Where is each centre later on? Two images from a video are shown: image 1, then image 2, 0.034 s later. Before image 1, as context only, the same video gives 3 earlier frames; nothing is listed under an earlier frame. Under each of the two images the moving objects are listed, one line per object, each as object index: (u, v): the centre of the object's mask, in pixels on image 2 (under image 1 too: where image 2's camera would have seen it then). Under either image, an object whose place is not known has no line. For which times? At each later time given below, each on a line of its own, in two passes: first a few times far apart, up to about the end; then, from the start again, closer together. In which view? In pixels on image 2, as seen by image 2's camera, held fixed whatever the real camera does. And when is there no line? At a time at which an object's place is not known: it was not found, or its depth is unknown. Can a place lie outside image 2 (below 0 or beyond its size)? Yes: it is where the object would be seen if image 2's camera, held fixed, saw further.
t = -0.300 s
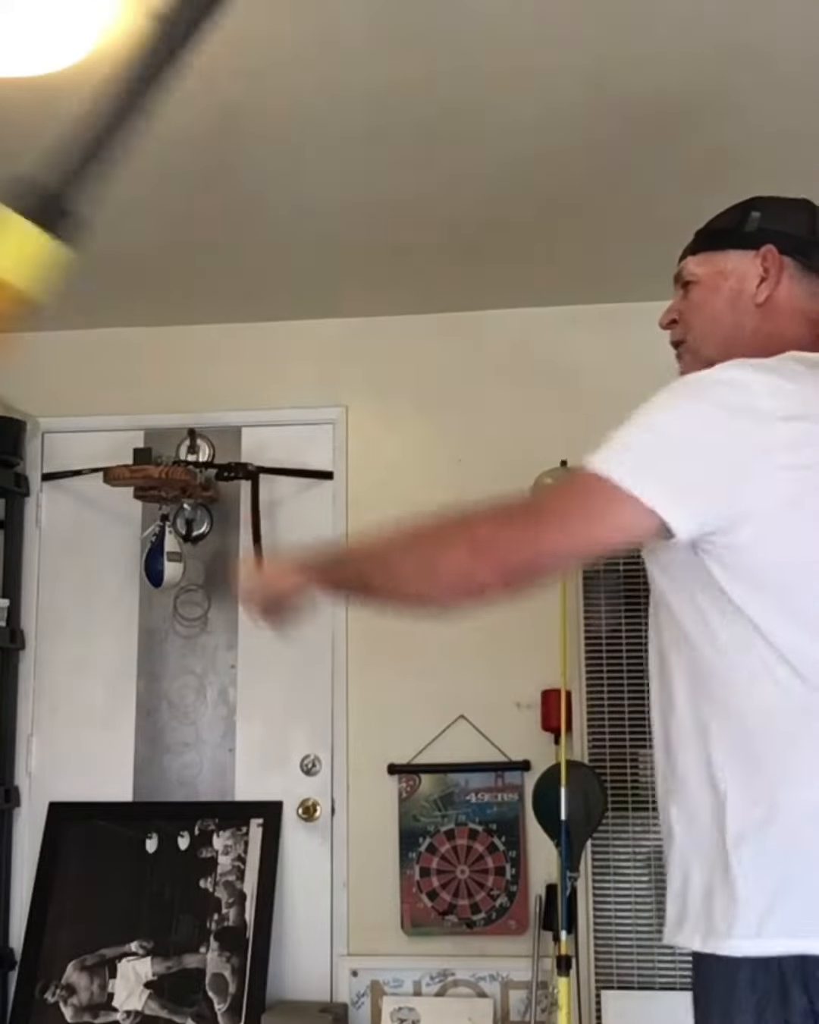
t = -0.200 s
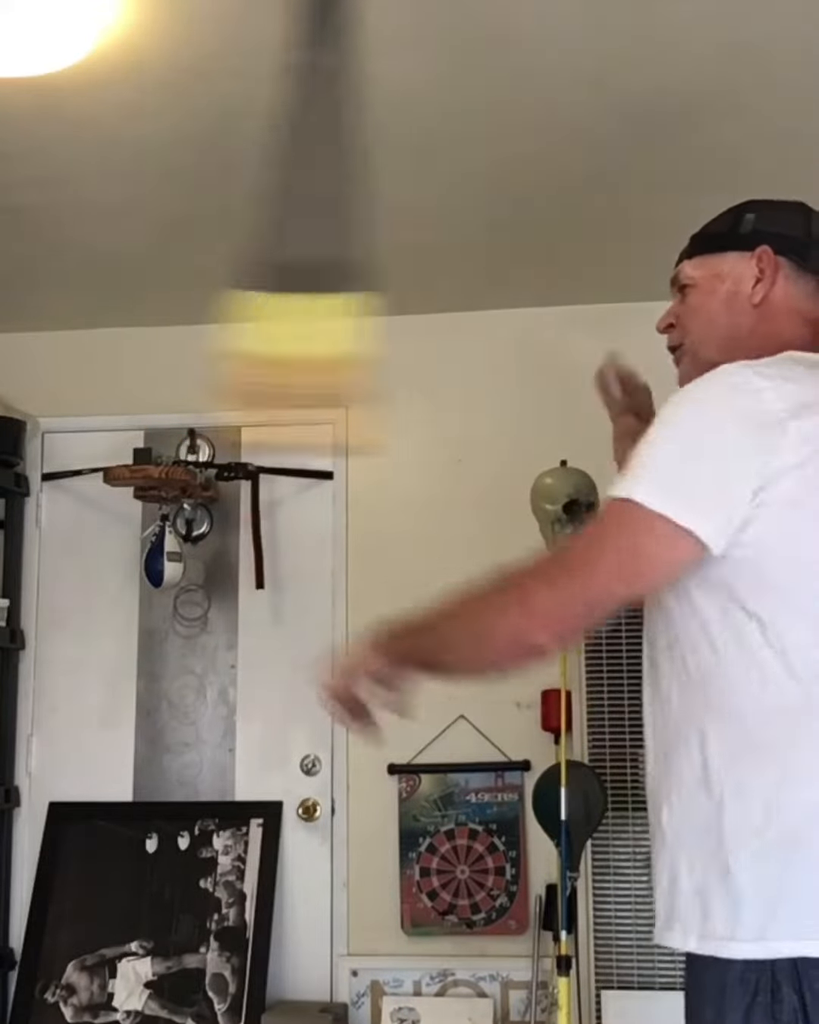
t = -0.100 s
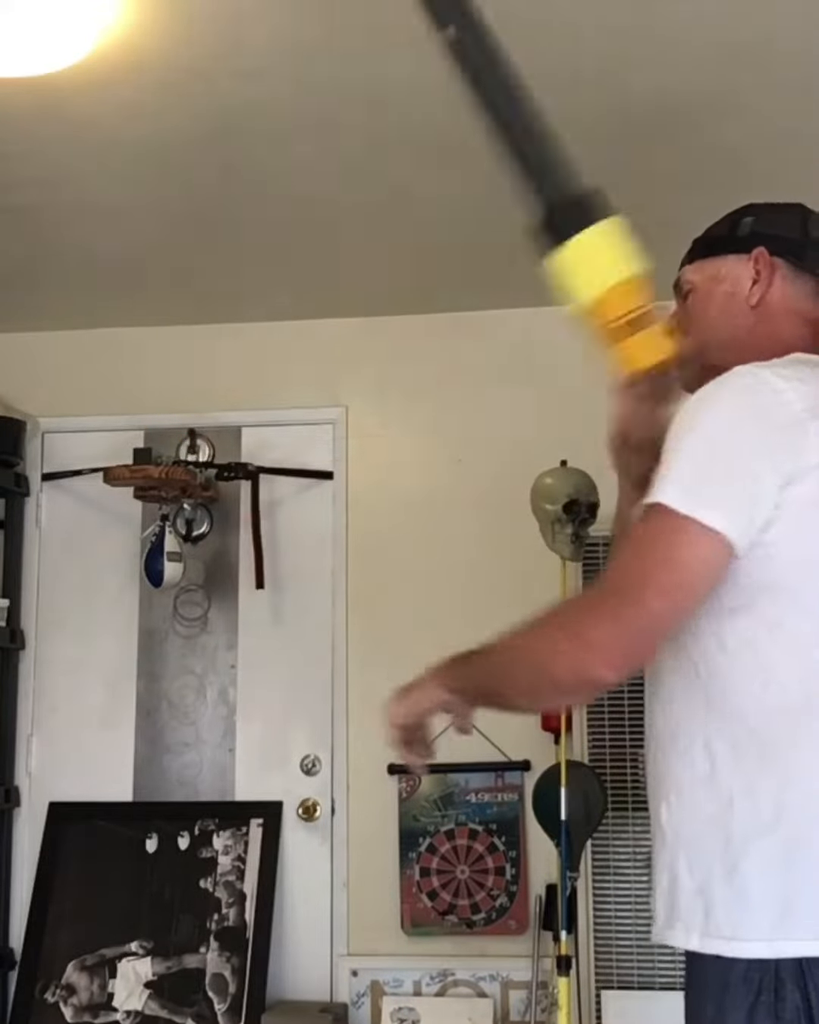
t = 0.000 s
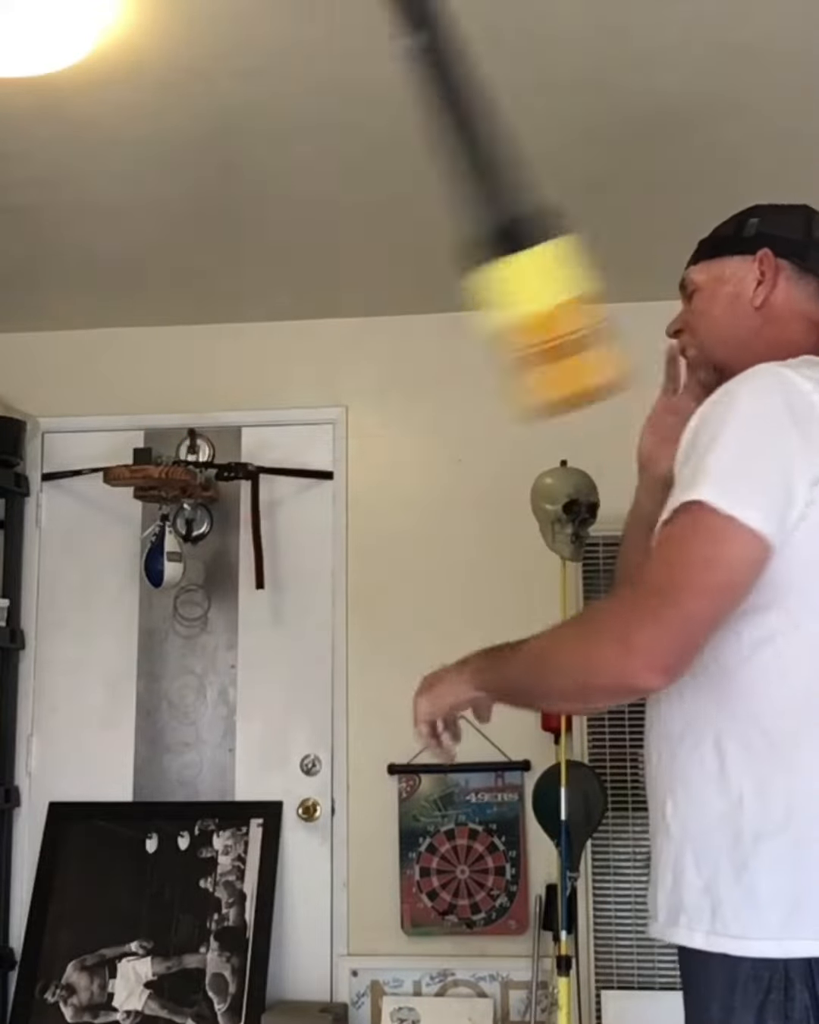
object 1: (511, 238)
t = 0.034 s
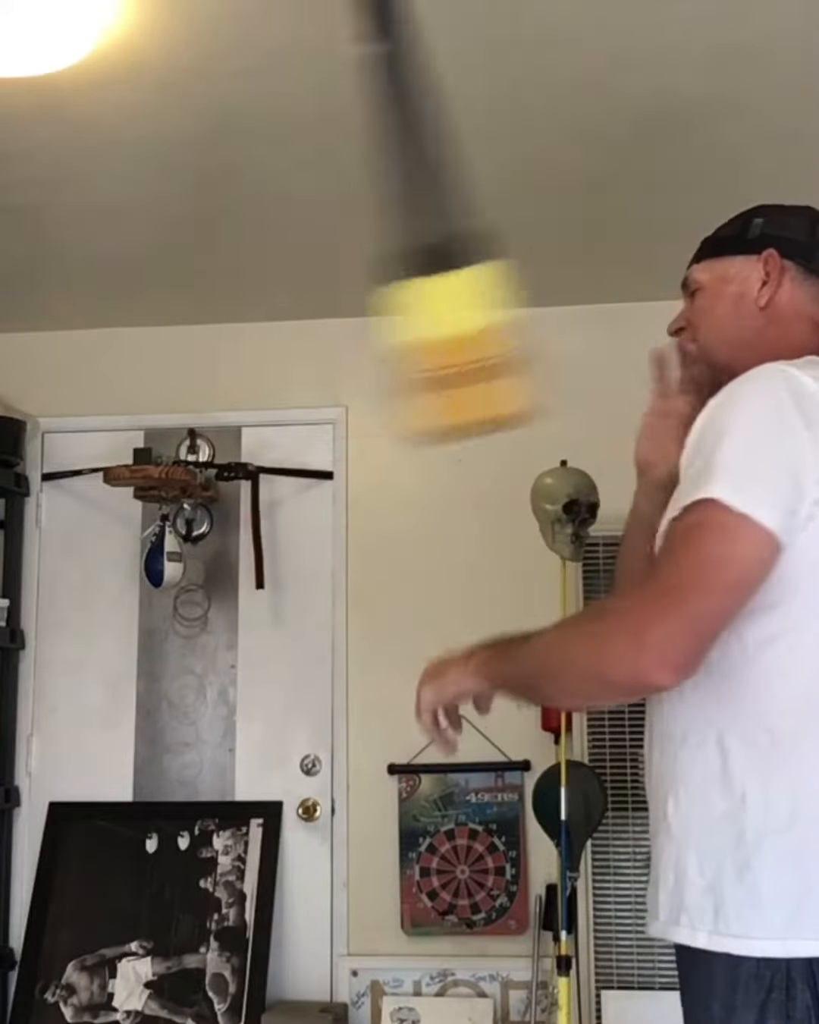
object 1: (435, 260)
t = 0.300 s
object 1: (252, 261)
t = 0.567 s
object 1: (420, 257)
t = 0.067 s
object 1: (348, 269)
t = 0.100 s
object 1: (266, 262)
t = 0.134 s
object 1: (203, 255)
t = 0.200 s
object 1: (160, 231)
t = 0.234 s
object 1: (167, 232)
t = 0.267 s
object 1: (200, 254)
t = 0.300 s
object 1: (252, 261)
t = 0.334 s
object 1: (321, 266)
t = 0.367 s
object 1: (388, 265)
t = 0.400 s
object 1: (443, 251)
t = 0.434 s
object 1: (485, 243)
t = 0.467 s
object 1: (497, 223)
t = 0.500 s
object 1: (495, 229)
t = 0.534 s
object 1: (469, 242)
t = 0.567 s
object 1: (420, 257)
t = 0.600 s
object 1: (360, 263)
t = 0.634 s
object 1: (302, 261)
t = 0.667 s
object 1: (254, 257)
